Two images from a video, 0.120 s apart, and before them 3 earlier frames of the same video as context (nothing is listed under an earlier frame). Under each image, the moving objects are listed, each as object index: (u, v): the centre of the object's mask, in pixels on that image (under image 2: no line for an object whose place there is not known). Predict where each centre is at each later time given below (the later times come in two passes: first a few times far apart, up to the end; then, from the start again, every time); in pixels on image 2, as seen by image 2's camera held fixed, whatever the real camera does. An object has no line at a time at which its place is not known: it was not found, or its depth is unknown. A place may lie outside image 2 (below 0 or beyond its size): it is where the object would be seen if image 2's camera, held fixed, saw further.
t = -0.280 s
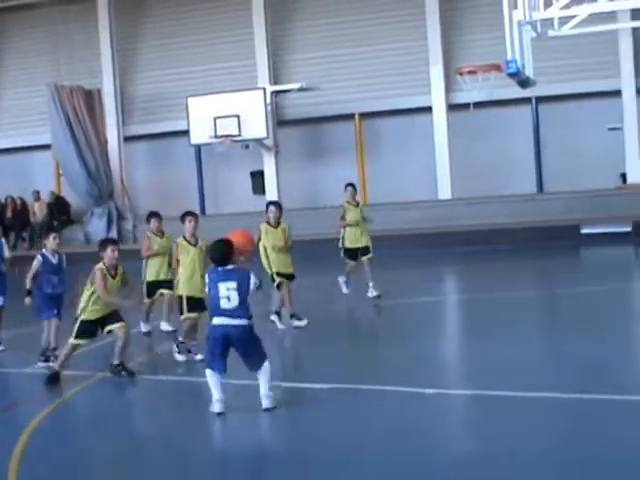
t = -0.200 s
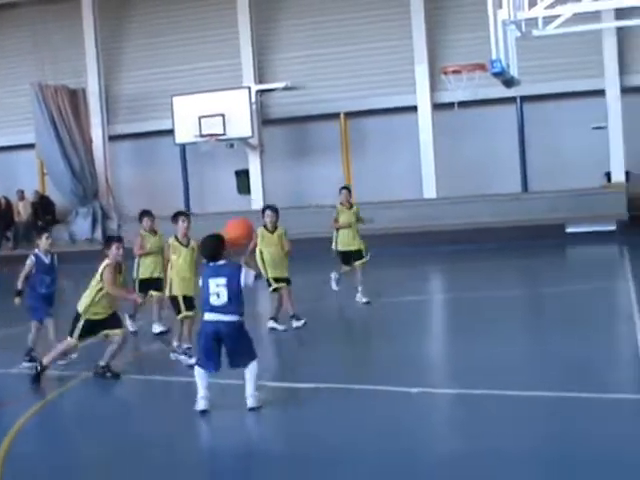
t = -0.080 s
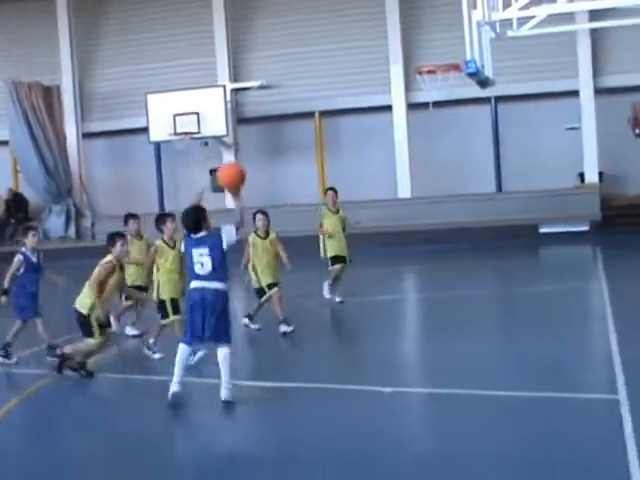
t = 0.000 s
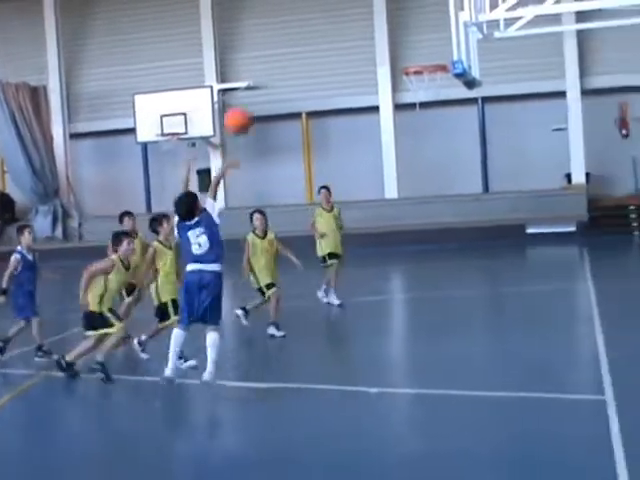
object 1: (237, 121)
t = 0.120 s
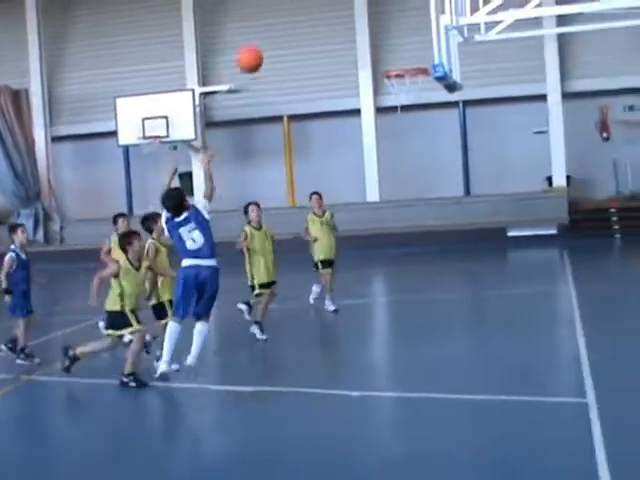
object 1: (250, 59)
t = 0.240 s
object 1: (277, 18)
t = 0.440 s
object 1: (322, -10)
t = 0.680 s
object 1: (371, 16)
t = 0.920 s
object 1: (411, 81)
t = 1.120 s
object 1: (406, 88)
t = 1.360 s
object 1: (408, 131)
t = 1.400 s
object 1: (408, 143)
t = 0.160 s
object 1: (258, 44)
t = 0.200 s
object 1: (267, 30)
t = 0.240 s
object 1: (277, 18)
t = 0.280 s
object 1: (287, 8)
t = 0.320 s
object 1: (296, 1)
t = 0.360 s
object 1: (304, -5)
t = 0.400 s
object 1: (313, -8)
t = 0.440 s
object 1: (322, -10)
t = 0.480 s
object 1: (330, -9)
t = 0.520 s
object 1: (339, -8)
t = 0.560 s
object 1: (346, -4)
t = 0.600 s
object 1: (356, 1)
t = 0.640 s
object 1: (363, 7)
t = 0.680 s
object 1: (371, 16)
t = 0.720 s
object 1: (378, 23)
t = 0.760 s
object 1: (388, 36)
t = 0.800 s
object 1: (395, 48)
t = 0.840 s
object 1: (403, 61)
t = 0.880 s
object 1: (411, 72)
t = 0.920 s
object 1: (411, 81)
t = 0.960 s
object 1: (410, 83)
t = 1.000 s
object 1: (408, 83)
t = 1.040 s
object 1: (408, 83)
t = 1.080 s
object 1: (407, 85)
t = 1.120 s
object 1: (406, 88)
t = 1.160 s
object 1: (406, 92)
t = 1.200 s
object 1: (405, 99)
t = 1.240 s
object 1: (406, 105)
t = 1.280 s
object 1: (407, 113)
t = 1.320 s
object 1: (407, 121)
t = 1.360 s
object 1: (408, 131)
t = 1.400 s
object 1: (408, 143)
